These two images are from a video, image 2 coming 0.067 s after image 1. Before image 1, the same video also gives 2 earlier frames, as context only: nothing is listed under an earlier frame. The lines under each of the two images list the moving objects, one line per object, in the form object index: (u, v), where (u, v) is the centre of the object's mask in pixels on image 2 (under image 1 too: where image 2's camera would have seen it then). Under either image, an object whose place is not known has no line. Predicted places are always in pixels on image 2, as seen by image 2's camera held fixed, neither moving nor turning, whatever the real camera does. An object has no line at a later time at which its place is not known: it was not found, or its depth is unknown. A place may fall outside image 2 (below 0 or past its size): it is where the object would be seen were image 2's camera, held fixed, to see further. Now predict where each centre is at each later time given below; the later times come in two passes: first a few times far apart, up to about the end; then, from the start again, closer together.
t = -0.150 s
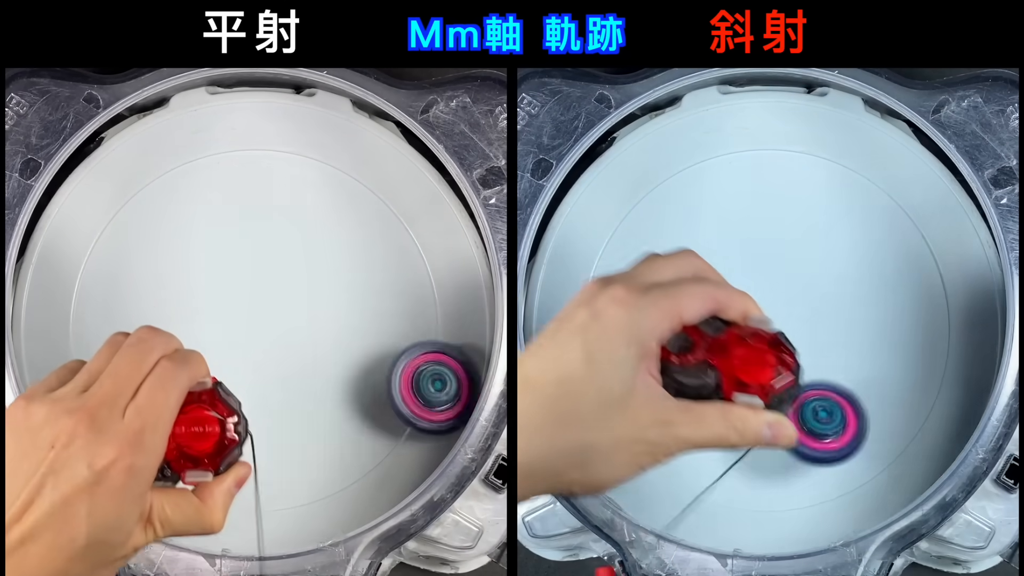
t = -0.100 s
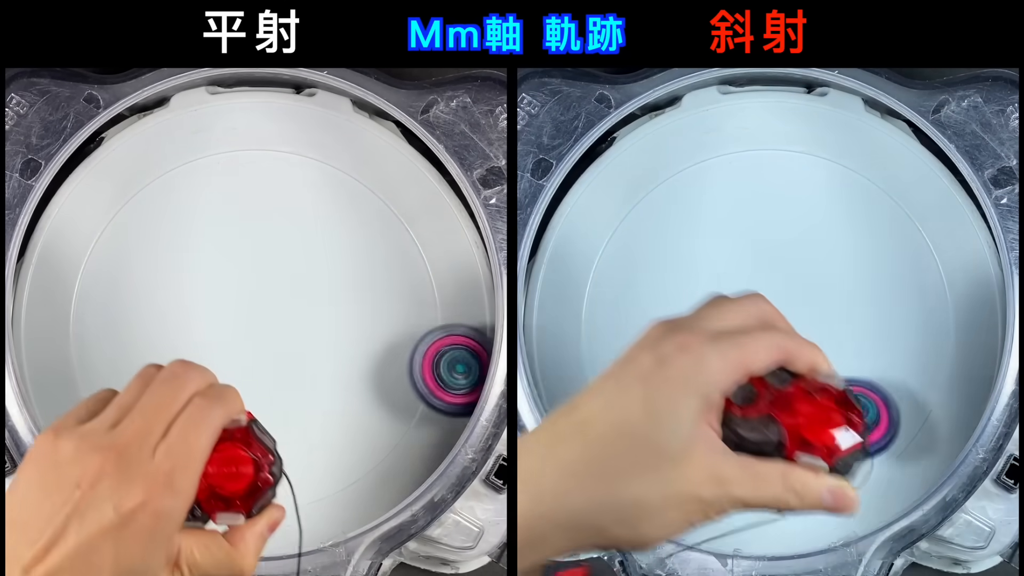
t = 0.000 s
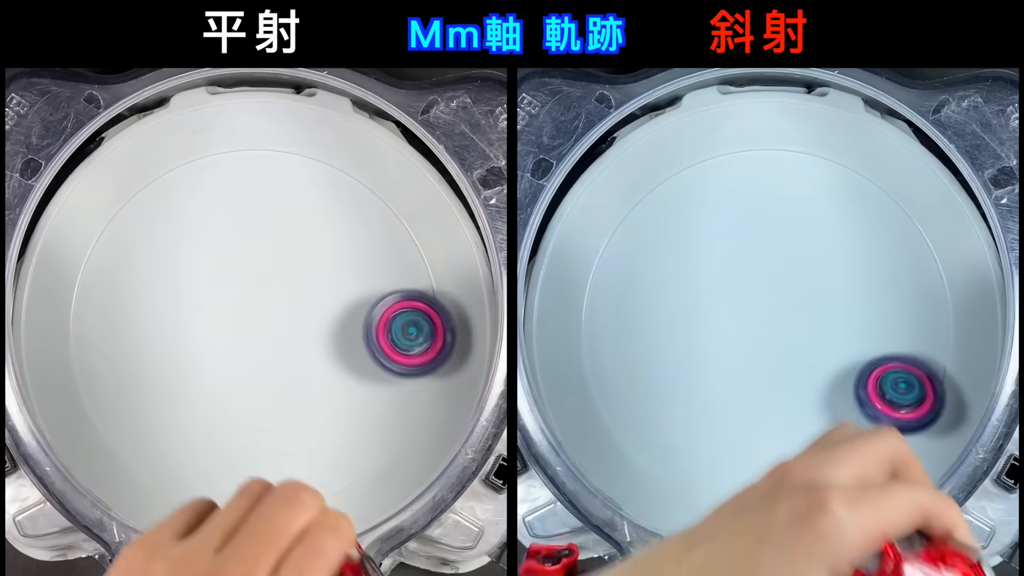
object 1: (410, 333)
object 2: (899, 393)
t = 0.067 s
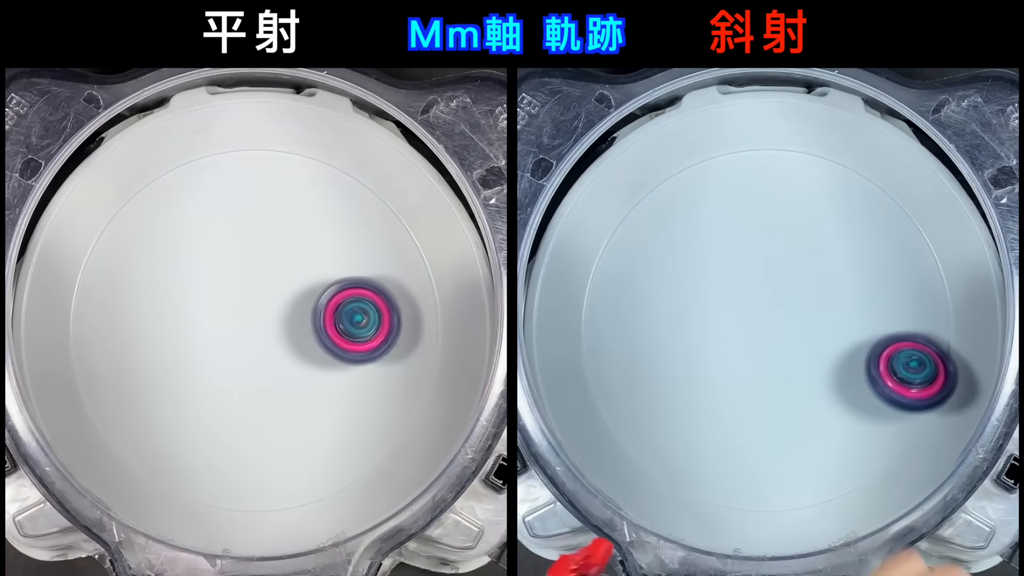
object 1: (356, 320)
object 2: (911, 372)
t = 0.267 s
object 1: (203, 331)
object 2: (845, 326)
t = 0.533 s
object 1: (227, 278)
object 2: (743, 341)
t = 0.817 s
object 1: (392, 371)
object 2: (876, 397)
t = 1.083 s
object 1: (164, 475)
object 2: (867, 417)
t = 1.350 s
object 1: (211, 155)
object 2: (802, 369)
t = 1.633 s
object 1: (276, 531)
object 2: (879, 324)
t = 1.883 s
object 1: (257, 265)
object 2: (919, 388)
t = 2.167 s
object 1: (370, 239)
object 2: (858, 402)
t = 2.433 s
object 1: (355, 362)
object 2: (870, 324)
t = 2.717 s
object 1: (253, 299)
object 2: (937, 327)
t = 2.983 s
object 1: (305, 193)
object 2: (877, 347)
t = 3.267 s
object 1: (373, 324)
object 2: (829, 271)
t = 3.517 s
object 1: (188, 361)
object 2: (842, 225)
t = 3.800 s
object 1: (180, 167)
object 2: (865, 244)
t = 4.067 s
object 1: (369, 268)
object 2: (793, 275)
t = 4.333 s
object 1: (205, 439)
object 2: (716, 214)
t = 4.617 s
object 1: (103, 237)
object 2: (767, 170)
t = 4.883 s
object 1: (334, 212)
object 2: (786, 258)
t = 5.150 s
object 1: (317, 456)
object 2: (686, 323)
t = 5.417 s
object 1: (97, 401)
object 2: (621, 256)
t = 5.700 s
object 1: (196, 218)
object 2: (728, 230)
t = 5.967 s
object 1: (368, 318)
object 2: (774, 361)
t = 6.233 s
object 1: (278, 469)
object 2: (645, 442)
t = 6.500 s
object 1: (138, 369)
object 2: (622, 334)
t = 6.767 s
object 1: (251, 246)
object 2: (732, 304)
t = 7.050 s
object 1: (368, 350)
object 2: (812, 402)
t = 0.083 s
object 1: (342, 319)
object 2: (910, 366)
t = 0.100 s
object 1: (327, 318)
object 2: (909, 361)
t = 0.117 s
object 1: (312, 318)
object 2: (907, 356)
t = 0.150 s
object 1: (283, 320)
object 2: (898, 346)
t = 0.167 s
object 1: (268, 322)
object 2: (892, 342)
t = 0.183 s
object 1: (255, 324)
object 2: (886, 338)
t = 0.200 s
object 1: (242, 326)
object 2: (879, 335)
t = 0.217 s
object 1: (231, 327)
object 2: (871, 332)
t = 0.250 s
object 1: (211, 330)
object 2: (854, 327)
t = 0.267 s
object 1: (203, 331)
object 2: (845, 326)
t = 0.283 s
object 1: (196, 331)
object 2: (835, 324)
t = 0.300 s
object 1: (190, 331)
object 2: (825, 323)
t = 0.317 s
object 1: (184, 330)
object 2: (815, 322)
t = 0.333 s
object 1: (180, 328)
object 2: (806, 322)
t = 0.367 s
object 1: (176, 323)
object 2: (789, 322)
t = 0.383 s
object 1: (175, 320)
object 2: (780, 323)
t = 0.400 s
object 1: (176, 317)
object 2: (773, 324)
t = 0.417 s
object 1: (179, 313)
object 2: (766, 326)
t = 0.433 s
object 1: (182, 308)
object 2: (760, 327)
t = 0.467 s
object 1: (193, 298)
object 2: (750, 331)
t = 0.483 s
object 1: (200, 293)
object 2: (747, 333)
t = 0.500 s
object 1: (208, 288)
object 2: (744, 336)
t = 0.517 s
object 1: (217, 283)
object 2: (743, 338)
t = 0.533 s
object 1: (227, 278)
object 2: (743, 341)
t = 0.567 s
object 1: (250, 271)
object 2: (746, 346)
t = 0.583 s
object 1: (262, 269)
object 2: (749, 348)
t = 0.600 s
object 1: (275, 268)
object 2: (753, 351)
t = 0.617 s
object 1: (288, 268)
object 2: (758, 353)
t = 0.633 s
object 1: (301, 270)
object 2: (765, 355)
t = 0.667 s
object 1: (326, 277)
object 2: (780, 361)
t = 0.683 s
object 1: (337, 283)
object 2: (789, 364)
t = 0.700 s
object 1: (348, 290)
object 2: (798, 367)
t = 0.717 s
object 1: (358, 298)
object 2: (809, 370)
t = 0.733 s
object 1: (367, 307)
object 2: (819, 374)
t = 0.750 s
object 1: (375, 318)
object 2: (830, 377)
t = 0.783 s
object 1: (387, 343)
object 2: (853, 385)
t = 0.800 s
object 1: (390, 357)
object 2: (864, 391)
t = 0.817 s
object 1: (392, 371)
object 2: (876, 397)
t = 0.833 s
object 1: (391, 387)
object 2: (887, 403)
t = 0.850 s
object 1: (389, 402)
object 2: (898, 410)
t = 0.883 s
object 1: (379, 433)
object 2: (913, 422)
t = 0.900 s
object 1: (371, 448)
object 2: (912, 422)
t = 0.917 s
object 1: (360, 462)
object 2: (911, 423)
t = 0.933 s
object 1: (348, 475)
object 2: (908, 423)
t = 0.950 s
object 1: (332, 482)
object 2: (906, 424)
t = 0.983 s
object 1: (294, 493)
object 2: (898, 425)
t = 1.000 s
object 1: (273, 496)
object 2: (894, 424)
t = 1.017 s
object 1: (252, 497)
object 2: (889, 423)
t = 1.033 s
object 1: (230, 495)
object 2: (884, 422)
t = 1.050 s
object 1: (208, 492)
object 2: (879, 420)
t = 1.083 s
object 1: (164, 475)
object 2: (867, 417)
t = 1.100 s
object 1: (146, 461)
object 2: (861, 414)
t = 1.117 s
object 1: (127, 446)
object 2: (855, 412)
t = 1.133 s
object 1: (111, 428)
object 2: (849, 410)
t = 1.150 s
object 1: (97, 406)
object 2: (843, 408)
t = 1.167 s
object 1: (87, 382)
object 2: (837, 405)
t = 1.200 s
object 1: (77, 334)
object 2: (826, 399)
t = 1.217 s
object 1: (77, 308)
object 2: (822, 396)
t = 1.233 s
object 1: (81, 283)
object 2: (817, 394)
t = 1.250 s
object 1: (90, 260)
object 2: (813, 391)
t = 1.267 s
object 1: (101, 236)
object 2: (810, 387)
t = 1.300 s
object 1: (136, 194)
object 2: (806, 381)
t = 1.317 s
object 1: (158, 178)
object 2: (804, 377)
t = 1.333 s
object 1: (183, 164)
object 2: (803, 373)
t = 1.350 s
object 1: (211, 155)
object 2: (802, 369)
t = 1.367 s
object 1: (239, 150)
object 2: (803, 366)
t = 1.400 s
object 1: (301, 155)
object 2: (805, 358)
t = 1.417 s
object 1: (330, 166)
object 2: (807, 354)
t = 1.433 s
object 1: (359, 182)
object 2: (810, 350)
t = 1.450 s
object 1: (384, 205)
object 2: (812, 347)
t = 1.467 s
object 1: (404, 232)
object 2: (816, 343)
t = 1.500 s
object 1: (433, 301)
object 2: (825, 336)
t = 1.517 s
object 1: (434, 339)
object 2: (830, 334)
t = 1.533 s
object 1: (426, 378)
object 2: (836, 331)
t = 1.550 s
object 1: (412, 417)
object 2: (842, 328)
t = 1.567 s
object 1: (393, 452)
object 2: (849, 326)
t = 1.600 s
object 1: (342, 506)
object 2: (863, 324)
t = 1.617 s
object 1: (308, 522)
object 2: (871, 324)
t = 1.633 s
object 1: (276, 531)
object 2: (879, 324)
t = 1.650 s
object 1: (242, 532)
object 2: (886, 325)
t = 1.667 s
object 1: (208, 531)
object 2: (894, 327)
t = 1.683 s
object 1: (176, 527)
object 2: (902, 329)
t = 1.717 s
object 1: (171, 508)
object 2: (917, 336)
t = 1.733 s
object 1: (176, 491)
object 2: (924, 340)
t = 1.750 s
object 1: (186, 466)
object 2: (932, 346)
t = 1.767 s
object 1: (197, 440)
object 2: (938, 351)
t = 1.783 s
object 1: (206, 413)
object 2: (938, 356)
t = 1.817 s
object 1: (223, 361)
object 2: (934, 367)
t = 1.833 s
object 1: (231, 335)
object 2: (931, 373)
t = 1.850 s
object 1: (240, 311)
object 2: (928, 378)
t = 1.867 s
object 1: (247, 287)
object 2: (923, 384)
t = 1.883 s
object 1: (257, 265)
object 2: (919, 388)
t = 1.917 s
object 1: (276, 223)
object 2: (911, 398)
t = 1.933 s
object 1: (285, 204)
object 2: (907, 402)
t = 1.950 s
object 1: (296, 188)
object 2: (904, 406)
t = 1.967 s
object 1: (307, 172)
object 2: (899, 410)
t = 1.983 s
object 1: (319, 159)
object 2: (894, 413)
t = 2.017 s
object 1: (332, 162)
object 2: (885, 419)
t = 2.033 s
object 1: (338, 167)
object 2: (880, 420)
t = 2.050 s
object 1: (343, 173)
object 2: (877, 421)
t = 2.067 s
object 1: (348, 181)
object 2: (872, 422)
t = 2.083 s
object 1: (353, 190)
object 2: (868, 421)
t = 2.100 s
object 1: (357, 200)
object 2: (866, 418)
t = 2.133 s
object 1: (365, 218)
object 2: (860, 411)
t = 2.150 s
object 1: (368, 228)
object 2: (860, 407)
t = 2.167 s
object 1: (370, 239)
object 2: (858, 402)
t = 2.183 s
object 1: (373, 251)
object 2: (856, 397)
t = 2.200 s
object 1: (375, 262)
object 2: (856, 392)
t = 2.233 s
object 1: (379, 283)
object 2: (856, 380)
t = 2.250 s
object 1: (380, 293)
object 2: (856, 375)
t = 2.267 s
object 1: (381, 303)
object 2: (856, 370)
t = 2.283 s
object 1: (381, 312)
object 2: (856, 364)
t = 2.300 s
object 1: (381, 321)
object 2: (856, 360)
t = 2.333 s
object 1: (379, 337)
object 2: (859, 349)
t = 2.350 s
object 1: (377, 342)
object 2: (860, 345)
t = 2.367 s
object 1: (374, 348)
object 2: (861, 340)
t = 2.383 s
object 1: (371, 353)
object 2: (863, 336)
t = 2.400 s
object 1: (366, 357)
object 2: (865, 331)
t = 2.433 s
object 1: (355, 362)
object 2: (870, 324)
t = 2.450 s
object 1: (350, 364)
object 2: (873, 320)
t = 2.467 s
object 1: (343, 365)
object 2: (878, 317)
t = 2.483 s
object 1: (337, 366)
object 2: (881, 315)
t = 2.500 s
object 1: (329, 365)
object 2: (885, 312)
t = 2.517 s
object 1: (322, 364)
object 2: (889, 311)
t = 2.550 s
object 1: (308, 359)
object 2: (898, 309)
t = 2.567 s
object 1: (301, 356)
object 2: (902, 309)
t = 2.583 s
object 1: (294, 352)
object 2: (907, 309)
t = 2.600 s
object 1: (288, 346)
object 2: (912, 310)
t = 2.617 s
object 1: (282, 342)
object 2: (917, 311)
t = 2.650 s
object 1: (271, 329)
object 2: (928, 314)
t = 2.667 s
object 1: (266, 321)
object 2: (933, 316)
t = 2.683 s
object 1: (260, 315)
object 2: (937, 319)
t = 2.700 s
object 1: (257, 307)
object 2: (939, 322)
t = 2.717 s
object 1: (253, 299)
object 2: (937, 327)
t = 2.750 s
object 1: (248, 282)
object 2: (931, 335)
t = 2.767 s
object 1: (247, 274)
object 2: (927, 340)
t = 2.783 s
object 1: (246, 265)
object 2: (923, 344)
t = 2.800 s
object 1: (246, 257)
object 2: (920, 348)
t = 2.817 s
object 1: (247, 248)
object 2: (916, 350)
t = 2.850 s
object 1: (253, 232)
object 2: (909, 354)
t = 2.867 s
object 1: (256, 224)
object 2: (906, 354)
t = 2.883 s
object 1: (262, 218)
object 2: (902, 355)
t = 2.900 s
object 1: (267, 212)
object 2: (897, 354)
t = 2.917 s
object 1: (273, 207)
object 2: (893, 354)
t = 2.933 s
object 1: (280, 202)
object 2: (889, 353)
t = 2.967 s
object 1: (296, 195)
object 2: (880, 350)
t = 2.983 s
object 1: (305, 193)
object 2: (877, 347)
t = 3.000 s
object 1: (314, 193)
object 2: (872, 345)
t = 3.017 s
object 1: (323, 193)
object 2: (868, 342)
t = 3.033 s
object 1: (331, 195)
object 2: (864, 339)
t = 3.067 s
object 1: (347, 202)
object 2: (857, 332)
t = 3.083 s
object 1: (356, 206)
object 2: (853, 327)
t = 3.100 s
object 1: (362, 213)
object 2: (850, 323)
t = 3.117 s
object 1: (369, 221)
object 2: (847, 318)
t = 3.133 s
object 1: (374, 230)
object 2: (845, 313)
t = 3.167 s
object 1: (381, 250)
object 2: (840, 303)
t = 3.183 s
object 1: (383, 262)
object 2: (837, 298)
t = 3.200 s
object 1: (385, 274)
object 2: (836, 292)
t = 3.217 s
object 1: (384, 287)
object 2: (833, 287)
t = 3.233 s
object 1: (382, 300)
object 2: (832, 281)
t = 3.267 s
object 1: (373, 324)
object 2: (829, 271)
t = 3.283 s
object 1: (367, 335)
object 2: (829, 266)
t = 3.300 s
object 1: (359, 345)
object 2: (828, 261)
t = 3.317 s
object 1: (350, 355)
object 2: (828, 256)
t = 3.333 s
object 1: (339, 363)
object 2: (828, 251)
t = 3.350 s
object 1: (327, 370)
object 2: (829, 247)
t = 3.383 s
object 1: (301, 380)
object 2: (831, 239)
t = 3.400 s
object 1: (286, 383)
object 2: (832, 236)
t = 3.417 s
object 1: (272, 384)
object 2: (833, 233)
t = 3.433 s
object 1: (257, 384)
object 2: (834, 231)
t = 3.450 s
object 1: (244, 382)
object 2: (836, 230)
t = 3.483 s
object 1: (214, 375)
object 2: (839, 227)
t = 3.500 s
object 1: (201, 368)
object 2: (840, 226)
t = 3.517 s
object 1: (188, 361)
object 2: (842, 225)
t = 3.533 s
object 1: (175, 354)
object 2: (844, 225)
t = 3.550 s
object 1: (163, 343)
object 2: (846, 224)
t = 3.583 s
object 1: (144, 323)
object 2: (850, 223)
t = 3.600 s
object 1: (135, 310)
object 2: (851, 223)
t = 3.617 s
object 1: (128, 297)
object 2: (853, 223)
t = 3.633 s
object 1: (124, 284)
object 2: (854, 223)
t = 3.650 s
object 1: (120, 270)
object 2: (857, 223)
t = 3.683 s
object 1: (119, 241)
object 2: (860, 225)
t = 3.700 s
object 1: (120, 227)
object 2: (861, 227)
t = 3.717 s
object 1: (123, 213)
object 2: (863, 229)
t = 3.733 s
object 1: (131, 200)
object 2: (864, 231)
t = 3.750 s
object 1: (142, 189)
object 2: (865, 234)
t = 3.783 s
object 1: (167, 173)
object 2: (866, 241)
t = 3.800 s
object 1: (180, 167)
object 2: (865, 244)
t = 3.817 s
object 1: (196, 163)
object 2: (864, 248)
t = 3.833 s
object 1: (214, 160)
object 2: (862, 251)
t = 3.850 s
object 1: (231, 158)
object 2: (861, 255)
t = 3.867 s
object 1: (246, 158)
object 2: (857, 257)
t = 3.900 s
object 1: (277, 161)
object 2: (851, 264)
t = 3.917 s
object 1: (291, 165)
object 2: (847, 266)
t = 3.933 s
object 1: (305, 171)
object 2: (842, 269)
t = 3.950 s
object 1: (317, 178)
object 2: (837, 271)
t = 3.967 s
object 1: (328, 187)
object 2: (832, 272)
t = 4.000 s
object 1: (348, 208)
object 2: (820, 275)
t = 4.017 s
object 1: (355, 222)
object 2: (813, 276)
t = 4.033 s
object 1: (362, 237)
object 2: (806, 275)
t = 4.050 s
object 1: (366, 251)
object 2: (800, 276)
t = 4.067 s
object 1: (369, 268)
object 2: (793, 275)
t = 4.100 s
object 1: (370, 300)
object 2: (779, 273)
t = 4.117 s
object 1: (367, 317)
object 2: (772, 271)
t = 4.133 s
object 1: (364, 334)
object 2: (765, 268)
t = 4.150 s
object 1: (358, 349)
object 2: (758, 265)
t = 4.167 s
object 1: (350, 364)
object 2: (752, 262)
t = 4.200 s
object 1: (331, 391)
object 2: (741, 254)
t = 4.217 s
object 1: (318, 402)
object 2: (736, 249)
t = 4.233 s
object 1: (305, 413)
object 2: (731, 245)
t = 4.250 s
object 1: (291, 421)
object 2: (728, 240)
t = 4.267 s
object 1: (274, 428)
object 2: (724, 236)
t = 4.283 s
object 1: (258, 433)
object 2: (721, 231)
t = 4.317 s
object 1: (224, 439)
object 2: (716, 220)
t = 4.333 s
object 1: (205, 439)
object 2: (716, 214)
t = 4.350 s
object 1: (187, 437)
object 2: (715, 210)
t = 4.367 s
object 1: (171, 434)
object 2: (716, 204)
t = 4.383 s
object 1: (153, 428)
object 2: (716, 199)
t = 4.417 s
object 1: (122, 414)
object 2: (717, 188)
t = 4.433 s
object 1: (108, 404)
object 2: (719, 183)
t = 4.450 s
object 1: (95, 393)
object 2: (721, 177)
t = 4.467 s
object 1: (85, 381)
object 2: (724, 173)
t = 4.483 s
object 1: (79, 365)
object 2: (728, 168)
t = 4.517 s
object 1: (72, 333)
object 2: (734, 159)
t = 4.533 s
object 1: (72, 316)
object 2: (738, 157)
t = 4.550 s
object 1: (73, 300)
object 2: (744, 159)
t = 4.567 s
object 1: (77, 284)
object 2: (751, 161)
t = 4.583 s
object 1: (84, 268)
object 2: (757, 164)
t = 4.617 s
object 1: (103, 237)
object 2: (767, 170)
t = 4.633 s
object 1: (117, 222)
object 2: (772, 174)
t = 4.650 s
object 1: (130, 210)
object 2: (776, 177)
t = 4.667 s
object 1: (144, 198)
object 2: (779, 182)
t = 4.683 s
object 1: (158, 189)
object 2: (783, 186)
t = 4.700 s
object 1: (173, 180)
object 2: (785, 190)
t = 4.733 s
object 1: (205, 168)
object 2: (790, 201)
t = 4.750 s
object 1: (220, 166)
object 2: (792, 206)
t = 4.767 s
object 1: (236, 166)
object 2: (794, 212)
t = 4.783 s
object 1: (251, 167)
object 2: (794, 218)
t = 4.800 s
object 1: (266, 170)
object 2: (795, 225)
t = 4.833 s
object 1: (295, 182)
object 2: (793, 238)
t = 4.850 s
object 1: (310, 191)
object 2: (792, 244)
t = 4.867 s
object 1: (323, 201)
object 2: (789, 251)
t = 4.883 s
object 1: (334, 212)
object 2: (786, 258)
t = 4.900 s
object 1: (345, 225)
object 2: (782, 264)
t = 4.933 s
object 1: (364, 255)
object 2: (773, 278)
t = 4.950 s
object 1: (370, 271)
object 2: (767, 284)
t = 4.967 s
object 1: (375, 288)
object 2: (761, 290)
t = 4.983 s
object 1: (378, 305)
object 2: (755, 295)
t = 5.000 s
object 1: (380, 323)
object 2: (748, 300)
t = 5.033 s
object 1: (377, 357)
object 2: (735, 308)
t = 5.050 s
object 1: (374, 374)
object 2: (728, 312)
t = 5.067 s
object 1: (368, 390)
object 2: (722, 315)
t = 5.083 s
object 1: (362, 406)
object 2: (714, 318)
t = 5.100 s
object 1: (353, 419)
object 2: (707, 320)
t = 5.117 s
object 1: (342, 434)
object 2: (700, 321)
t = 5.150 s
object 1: (317, 456)
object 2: (686, 323)
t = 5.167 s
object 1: (304, 465)
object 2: (678, 323)
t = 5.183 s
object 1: (289, 472)
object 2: (672, 322)
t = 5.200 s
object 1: (273, 477)
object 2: (665, 320)
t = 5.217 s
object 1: (257, 481)
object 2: (659, 318)
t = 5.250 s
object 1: (223, 485)
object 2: (648, 312)
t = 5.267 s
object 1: (206, 484)
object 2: (642, 308)
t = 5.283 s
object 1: (188, 484)
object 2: (638, 304)
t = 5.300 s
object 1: (173, 479)
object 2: (633, 298)
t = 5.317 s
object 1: (157, 471)
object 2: (630, 294)
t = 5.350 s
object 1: (132, 450)
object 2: (624, 281)
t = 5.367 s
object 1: (121, 438)
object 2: (622, 275)
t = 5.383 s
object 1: (111, 426)
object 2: (621, 269)
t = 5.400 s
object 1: (103, 413)
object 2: (620, 262)
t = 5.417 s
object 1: (97, 401)
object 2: (621, 256)
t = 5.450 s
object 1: (89, 374)
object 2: (624, 243)
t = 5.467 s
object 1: (87, 361)
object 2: (627, 237)
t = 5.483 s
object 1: (87, 347)
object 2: (632, 232)
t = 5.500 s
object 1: (87, 334)
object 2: (636, 227)
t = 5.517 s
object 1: (89, 321)
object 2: (642, 223)
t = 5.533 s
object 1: (94, 307)
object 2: (648, 220)
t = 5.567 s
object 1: (106, 285)
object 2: (661, 215)
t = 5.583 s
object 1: (114, 273)
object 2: (670, 214)
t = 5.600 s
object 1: (122, 262)
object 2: (677, 214)
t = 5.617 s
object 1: (133, 253)
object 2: (685, 215)
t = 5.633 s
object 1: (144, 243)
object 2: (695, 216)
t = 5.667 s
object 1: (169, 229)
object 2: (712, 222)
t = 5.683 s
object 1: (183, 222)
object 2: (721, 226)
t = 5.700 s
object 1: (196, 218)
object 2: (728, 230)
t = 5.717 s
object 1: (210, 215)
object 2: (735, 235)
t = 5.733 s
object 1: (225, 213)
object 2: (743, 241)
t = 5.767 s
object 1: (252, 214)
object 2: (755, 254)
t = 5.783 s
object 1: (266, 217)
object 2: (761, 262)
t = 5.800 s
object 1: (280, 220)
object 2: (766, 270)
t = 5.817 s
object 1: (293, 226)
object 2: (770, 279)
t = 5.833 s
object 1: (305, 232)
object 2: (770, 279)
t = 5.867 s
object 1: (327, 249)
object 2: (777, 297)
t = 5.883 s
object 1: (337, 260)
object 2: (779, 308)
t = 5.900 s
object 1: (345, 270)
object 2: (780, 319)
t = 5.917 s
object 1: (353, 281)
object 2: (780, 329)
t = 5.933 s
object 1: (359, 293)
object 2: (779, 340)
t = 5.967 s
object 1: (368, 318)
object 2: (774, 361)
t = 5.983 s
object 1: (371, 331)
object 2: (770, 372)
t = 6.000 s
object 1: (373, 344)
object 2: (765, 382)
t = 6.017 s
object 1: (373, 357)
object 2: (760, 391)
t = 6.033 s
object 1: (372, 370)
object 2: (753, 400)
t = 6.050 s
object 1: (370, 382)
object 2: (746, 409)
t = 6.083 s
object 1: (362, 404)
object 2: (730, 423)
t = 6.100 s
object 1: (357, 415)
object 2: (722, 429)
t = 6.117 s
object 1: (350, 424)
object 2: (713, 434)
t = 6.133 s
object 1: (342, 434)
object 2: (704, 437)
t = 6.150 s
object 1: (334, 442)
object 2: (694, 440)
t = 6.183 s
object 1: (314, 456)
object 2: (675, 443)
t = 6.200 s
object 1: (303, 462)
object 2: (664, 443)
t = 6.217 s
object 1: (291, 466)
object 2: (655, 443)
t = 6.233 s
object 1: (278, 469)
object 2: (645, 442)
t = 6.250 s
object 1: (265, 471)
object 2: (636, 439)
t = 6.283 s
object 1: (239, 471)
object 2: (626, 424)
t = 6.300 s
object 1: (226, 470)
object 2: (622, 416)
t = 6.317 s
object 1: (213, 467)
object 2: (619, 408)
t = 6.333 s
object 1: (201, 462)
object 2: (617, 400)
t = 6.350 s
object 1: (190, 456)
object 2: (615, 392)
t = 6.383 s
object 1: (171, 441)
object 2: (612, 377)
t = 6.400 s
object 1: (163, 433)
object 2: (613, 370)
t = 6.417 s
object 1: (156, 423)
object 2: (612, 364)
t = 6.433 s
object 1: (150, 413)
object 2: (614, 358)
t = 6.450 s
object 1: (145, 402)
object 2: (614, 352)
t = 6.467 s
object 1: (142, 390)
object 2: (616, 346)
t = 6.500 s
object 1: (138, 369)
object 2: (622, 334)
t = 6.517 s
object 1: (139, 357)
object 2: (625, 329)
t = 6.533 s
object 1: (141, 346)
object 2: (630, 324)
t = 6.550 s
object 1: (143, 335)
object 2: (635, 319)
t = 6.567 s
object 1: (147, 324)
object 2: (641, 314)
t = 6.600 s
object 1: (157, 304)
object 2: (654, 307)
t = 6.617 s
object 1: (163, 295)
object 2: (661, 304)
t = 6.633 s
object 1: (171, 286)
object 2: (668, 301)
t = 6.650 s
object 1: (179, 278)
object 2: (676, 300)
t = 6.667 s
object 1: (188, 270)
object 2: (684, 298)
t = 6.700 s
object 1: (208, 259)
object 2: (700, 298)
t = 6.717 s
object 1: (219, 254)
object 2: (708, 299)
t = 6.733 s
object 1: (229, 250)
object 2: (716, 300)
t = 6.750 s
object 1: (240, 248)
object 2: (725, 302)
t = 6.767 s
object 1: (251, 246)
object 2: (732, 304)
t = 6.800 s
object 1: (272, 246)
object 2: (747, 310)
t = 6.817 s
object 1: (283, 247)
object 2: (754, 314)
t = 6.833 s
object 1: (293, 250)
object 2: (761, 318)
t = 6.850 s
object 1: (302, 254)
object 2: (767, 323)
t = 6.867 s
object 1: (312, 258)
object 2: (773, 328)
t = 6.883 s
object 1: (321, 264)
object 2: (779, 334)
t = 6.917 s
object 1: (337, 277)
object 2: (790, 346)
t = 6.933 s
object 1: (344, 285)
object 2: (794, 353)
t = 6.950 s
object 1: (351, 294)
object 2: (799, 359)
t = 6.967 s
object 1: (357, 302)
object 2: (803, 365)
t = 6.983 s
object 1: (361, 312)
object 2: (806, 373)
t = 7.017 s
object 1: (367, 331)
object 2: (811, 388)
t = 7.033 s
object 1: (368, 341)
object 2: (812, 395)
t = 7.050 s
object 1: (368, 350)
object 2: (812, 402)
